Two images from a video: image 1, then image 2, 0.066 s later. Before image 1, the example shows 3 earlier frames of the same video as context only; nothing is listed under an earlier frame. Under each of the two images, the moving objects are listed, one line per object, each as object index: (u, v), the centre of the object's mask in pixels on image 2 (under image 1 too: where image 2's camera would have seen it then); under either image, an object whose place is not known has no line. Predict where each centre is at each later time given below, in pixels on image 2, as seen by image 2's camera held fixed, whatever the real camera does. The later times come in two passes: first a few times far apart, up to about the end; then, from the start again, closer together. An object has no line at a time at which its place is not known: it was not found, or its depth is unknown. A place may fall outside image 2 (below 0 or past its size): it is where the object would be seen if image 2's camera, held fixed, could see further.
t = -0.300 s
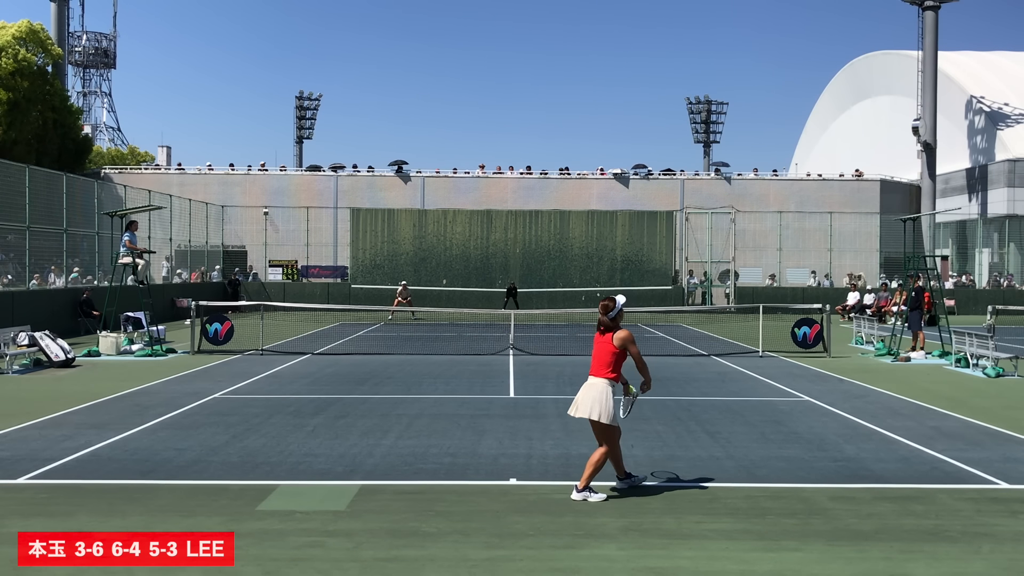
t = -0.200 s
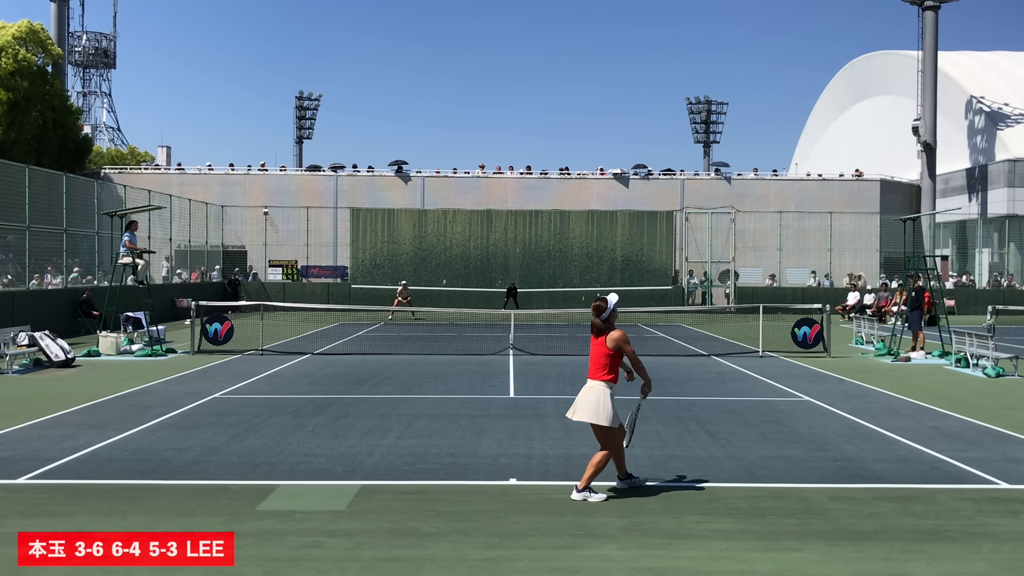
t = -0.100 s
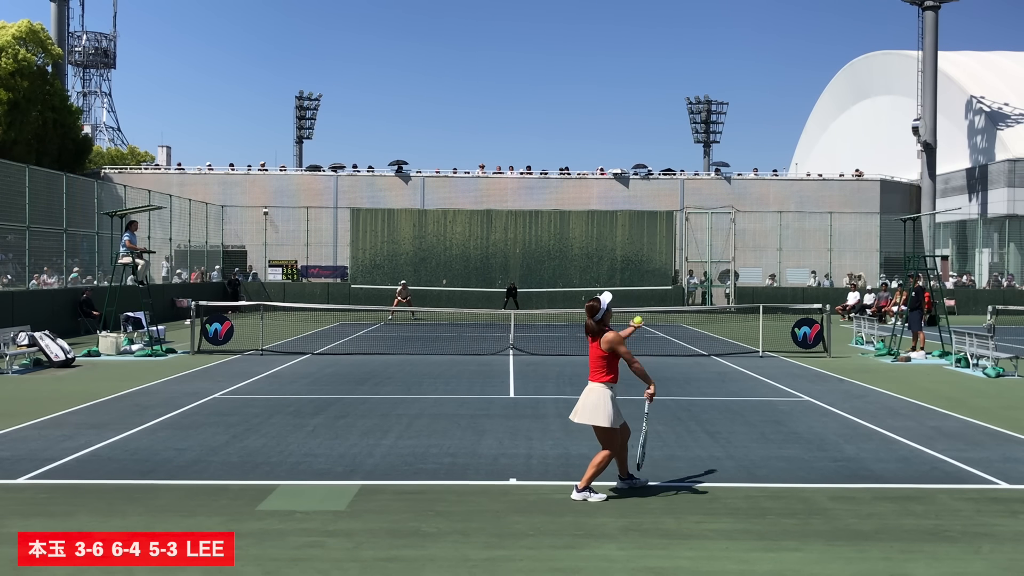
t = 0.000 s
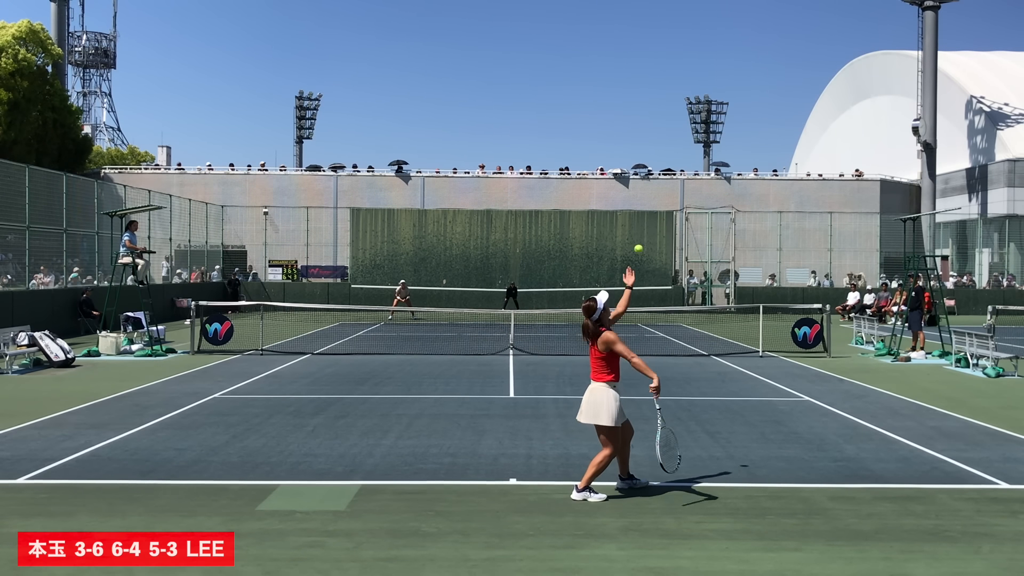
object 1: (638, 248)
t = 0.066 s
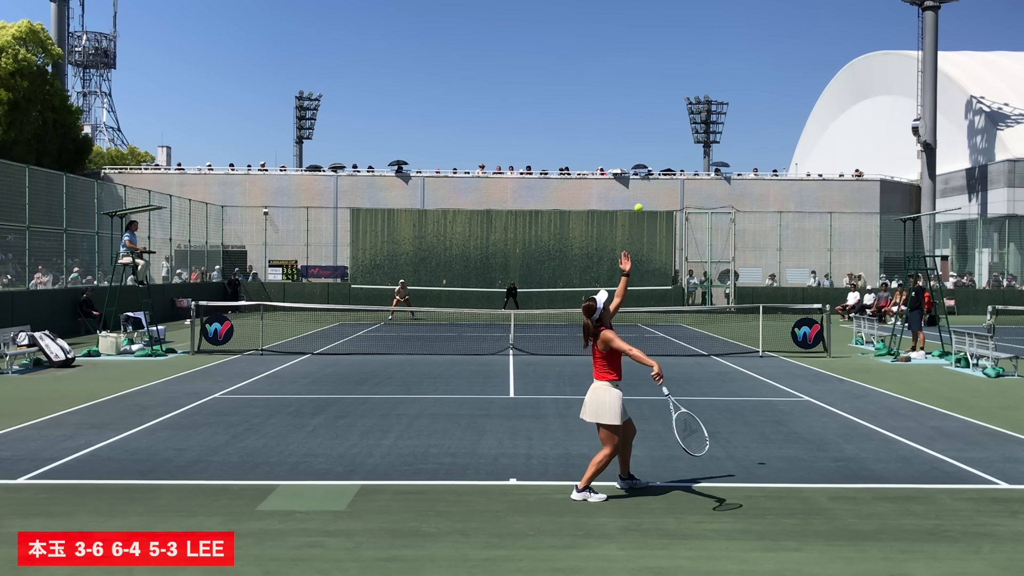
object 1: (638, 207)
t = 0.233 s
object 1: (638, 127)
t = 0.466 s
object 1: (636, 72)
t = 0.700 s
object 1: (634, 80)
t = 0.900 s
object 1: (630, 138)
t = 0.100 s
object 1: (638, 189)
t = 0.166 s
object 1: (638, 155)
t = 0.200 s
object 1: (638, 141)
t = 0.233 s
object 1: (638, 127)
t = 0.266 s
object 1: (638, 116)
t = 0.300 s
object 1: (638, 105)
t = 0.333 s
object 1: (638, 96)
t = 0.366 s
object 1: (637, 88)
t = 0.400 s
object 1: (637, 81)
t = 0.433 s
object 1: (637, 76)
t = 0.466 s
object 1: (636, 72)
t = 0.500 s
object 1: (636, 69)
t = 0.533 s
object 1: (636, 67)
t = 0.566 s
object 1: (635, 67)
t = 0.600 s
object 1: (635, 68)
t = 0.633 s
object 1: (635, 71)
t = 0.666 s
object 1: (634, 75)
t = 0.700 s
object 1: (634, 80)
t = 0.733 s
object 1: (633, 86)
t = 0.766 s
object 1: (632, 94)
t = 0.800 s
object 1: (632, 103)
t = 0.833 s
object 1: (631, 114)
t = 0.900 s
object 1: (630, 138)
